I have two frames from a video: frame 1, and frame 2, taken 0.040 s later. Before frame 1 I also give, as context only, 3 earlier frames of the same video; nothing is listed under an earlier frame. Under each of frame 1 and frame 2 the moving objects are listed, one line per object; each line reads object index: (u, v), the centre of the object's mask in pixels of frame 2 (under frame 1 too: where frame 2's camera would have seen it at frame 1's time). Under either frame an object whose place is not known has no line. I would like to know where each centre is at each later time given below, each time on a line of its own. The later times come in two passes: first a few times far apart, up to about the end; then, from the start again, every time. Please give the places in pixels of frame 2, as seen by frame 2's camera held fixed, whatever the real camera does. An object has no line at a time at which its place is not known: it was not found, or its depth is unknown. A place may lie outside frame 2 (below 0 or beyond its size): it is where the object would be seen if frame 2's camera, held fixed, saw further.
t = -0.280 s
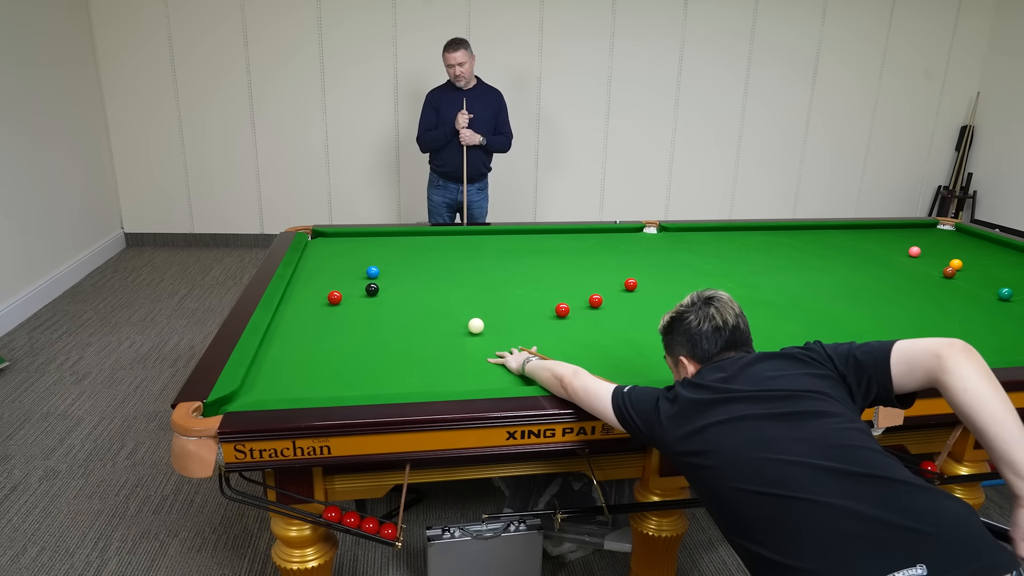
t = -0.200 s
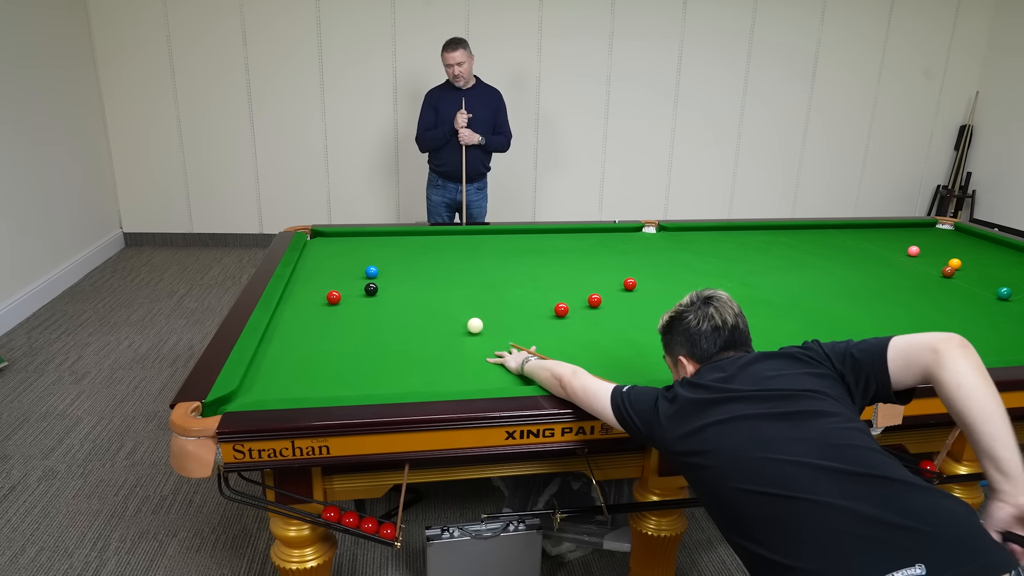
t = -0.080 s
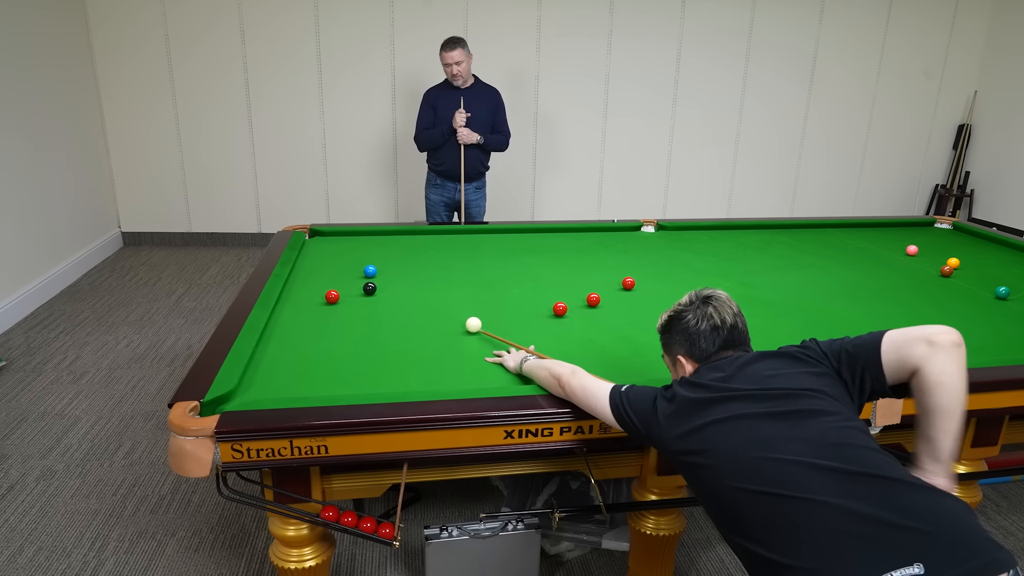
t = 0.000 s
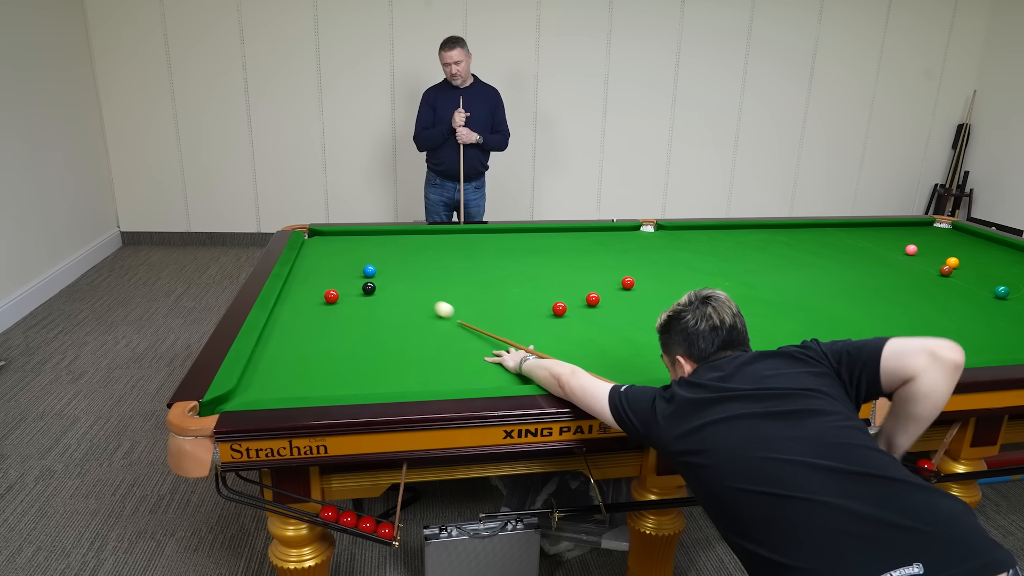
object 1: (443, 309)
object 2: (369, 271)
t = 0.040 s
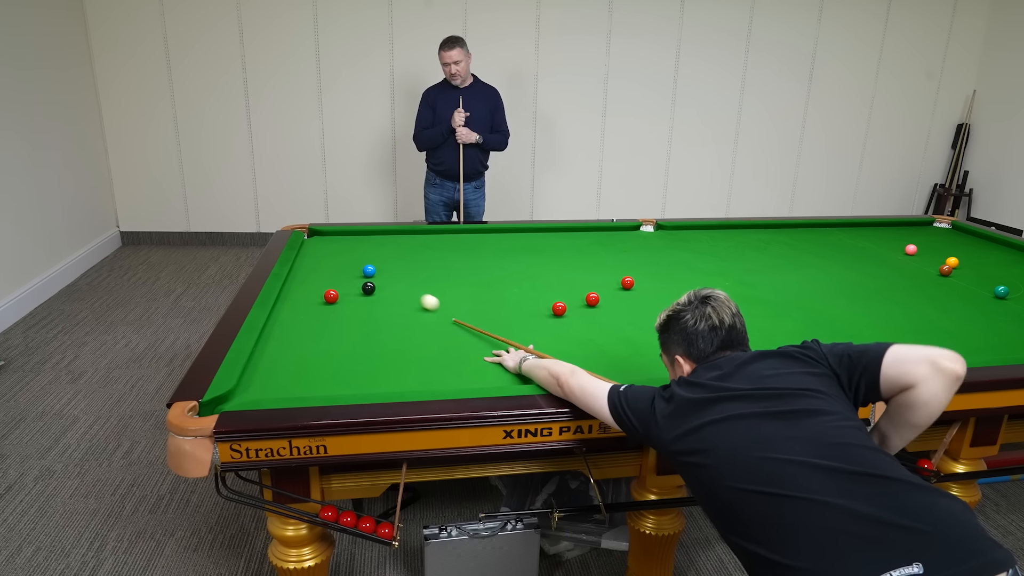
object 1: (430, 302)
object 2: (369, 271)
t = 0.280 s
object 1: (373, 274)
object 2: (362, 266)
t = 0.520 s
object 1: (368, 275)
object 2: (331, 247)
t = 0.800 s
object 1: (363, 276)
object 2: (307, 232)
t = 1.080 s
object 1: (359, 276)
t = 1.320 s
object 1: (357, 276)
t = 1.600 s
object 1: (357, 276)
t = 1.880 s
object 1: (356, 277)
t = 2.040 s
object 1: (356, 277)
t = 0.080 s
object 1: (417, 296)
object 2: (369, 271)
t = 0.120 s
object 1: (405, 290)
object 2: (369, 271)
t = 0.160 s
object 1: (394, 284)
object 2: (369, 271)
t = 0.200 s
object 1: (384, 279)
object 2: (369, 271)
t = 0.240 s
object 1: (375, 275)
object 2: (367, 270)
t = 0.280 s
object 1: (373, 274)
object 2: (362, 266)
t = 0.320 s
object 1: (372, 274)
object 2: (356, 263)
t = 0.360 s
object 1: (371, 275)
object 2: (350, 259)
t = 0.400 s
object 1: (370, 275)
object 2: (345, 255)
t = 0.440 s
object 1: (369, 275)
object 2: (340, 252)
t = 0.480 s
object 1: (369, 275)
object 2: (336, 249)
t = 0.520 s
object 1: (368, 275)
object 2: (331, 247)
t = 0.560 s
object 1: (367, 275)
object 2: (327, 244)
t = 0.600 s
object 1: (366, 275)
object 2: (324, 242)
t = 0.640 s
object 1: (365, 275)
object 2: (320, 239)
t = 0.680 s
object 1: (365, 275)
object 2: (316, 237)
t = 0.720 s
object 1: (364, 275)
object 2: (313, 235)
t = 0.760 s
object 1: (363, 276)
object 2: (310, 232)
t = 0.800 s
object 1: (363, 276)
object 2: (307, 232)
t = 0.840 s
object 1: (362, 276)
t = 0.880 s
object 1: (362, 276)
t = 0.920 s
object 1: (361, 276)
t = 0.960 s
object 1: (360, 276)
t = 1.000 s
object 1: (360, 276)
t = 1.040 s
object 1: (360, 276)
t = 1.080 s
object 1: (359, 276)
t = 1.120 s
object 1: (359, 276)
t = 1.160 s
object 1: (358, 276)
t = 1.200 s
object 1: (358, 276)
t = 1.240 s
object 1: (358, 276)
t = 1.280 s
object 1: (358, 276)
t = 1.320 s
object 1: (357, 276)
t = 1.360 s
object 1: (357, 276)
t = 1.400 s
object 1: (357, 276)
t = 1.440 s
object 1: (357, 276)
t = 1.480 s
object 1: (357, 276)
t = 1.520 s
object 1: (356, 276)
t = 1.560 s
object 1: (357, 276)
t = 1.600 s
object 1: (357, 276)
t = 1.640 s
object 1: (356, 276)
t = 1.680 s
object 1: (356, 277)
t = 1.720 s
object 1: (356, 277)
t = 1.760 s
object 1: (356, 277)
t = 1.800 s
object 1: (356, 277)
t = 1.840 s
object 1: (356, 277)
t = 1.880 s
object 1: (356, 277)
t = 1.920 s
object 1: (356, 277)
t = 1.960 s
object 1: (356, 277)
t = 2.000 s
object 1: (356, 277)
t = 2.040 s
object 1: (356, 277)
